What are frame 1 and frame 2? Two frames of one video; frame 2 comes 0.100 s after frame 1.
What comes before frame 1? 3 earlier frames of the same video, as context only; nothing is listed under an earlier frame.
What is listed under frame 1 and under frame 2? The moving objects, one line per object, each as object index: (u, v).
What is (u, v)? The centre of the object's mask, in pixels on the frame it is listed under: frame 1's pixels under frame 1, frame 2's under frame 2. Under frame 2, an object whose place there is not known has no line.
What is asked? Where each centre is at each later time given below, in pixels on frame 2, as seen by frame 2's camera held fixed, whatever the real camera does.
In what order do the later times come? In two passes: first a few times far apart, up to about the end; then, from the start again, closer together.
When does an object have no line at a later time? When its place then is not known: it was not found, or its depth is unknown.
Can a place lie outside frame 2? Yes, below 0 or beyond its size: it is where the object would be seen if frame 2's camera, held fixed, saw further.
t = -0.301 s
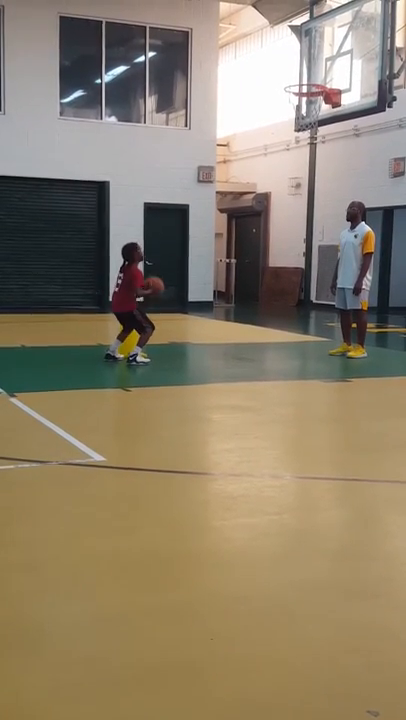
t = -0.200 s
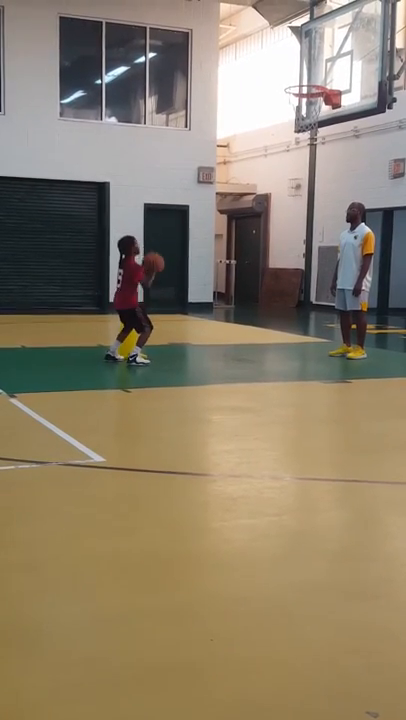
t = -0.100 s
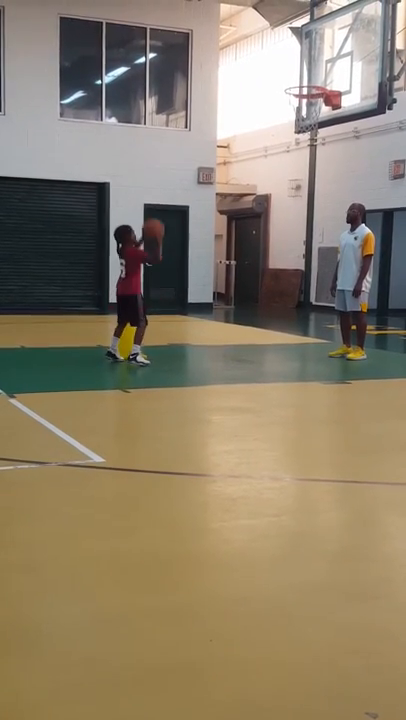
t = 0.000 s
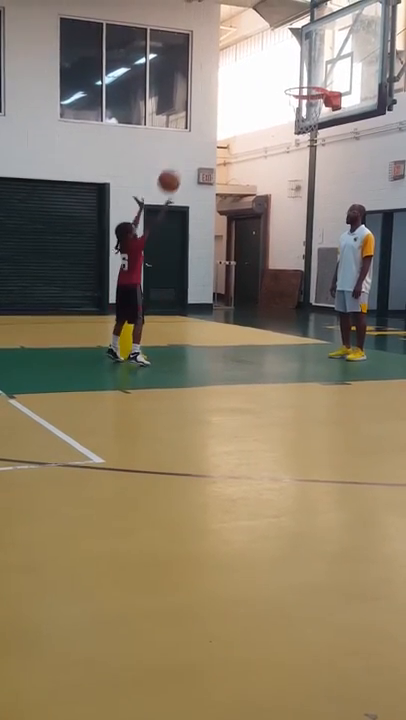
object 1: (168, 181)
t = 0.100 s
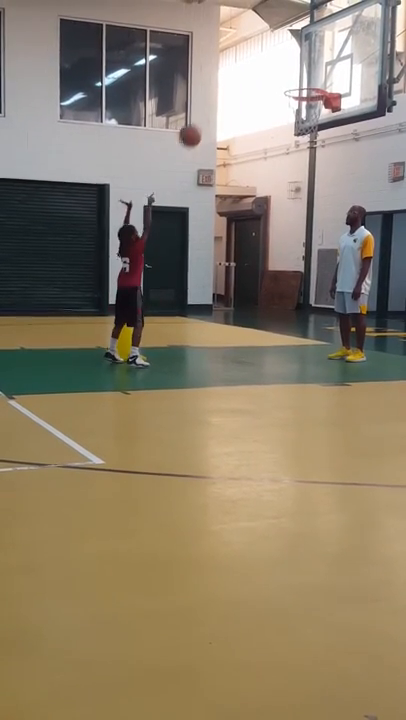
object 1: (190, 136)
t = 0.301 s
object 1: (231, 71)
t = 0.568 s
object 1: (282, 46)
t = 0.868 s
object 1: (328, 77)
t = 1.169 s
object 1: (314, 73)
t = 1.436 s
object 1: (301, 130)
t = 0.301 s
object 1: (231, 71)
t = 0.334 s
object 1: (237, 64)
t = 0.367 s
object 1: (244, 58)
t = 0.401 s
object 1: (250, 53)
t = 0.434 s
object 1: (257, 50)
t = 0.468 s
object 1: (263, 47)
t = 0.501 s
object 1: (269, 45)
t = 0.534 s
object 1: (276, 45)
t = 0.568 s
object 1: (282, 46)
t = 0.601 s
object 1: (288, 47)
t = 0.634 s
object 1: (294, 50)
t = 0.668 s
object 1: (300, 53)
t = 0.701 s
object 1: (305, 57)
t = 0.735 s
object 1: (311, 63)
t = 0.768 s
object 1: (316, 69)
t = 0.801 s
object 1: (322, 76)
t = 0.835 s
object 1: (327, 81)
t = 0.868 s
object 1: (328, 77)
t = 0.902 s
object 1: (327, 72)
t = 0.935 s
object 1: (326, 69)
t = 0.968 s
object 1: (324, 66)
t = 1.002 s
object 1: (323, 65)
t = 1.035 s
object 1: (321, 65)
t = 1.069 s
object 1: (320, 65)
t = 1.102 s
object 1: (318, 67)
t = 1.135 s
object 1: (316, 69)
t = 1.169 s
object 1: (314, 73)
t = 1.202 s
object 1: (312, 77)
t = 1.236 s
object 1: (311, 82)
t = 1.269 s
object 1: (308, 87)
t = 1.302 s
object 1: (307, 97)
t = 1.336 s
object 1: (305, 107)
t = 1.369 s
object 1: (304, 116)
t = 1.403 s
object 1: (303, 124)
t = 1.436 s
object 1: (301, 130)
